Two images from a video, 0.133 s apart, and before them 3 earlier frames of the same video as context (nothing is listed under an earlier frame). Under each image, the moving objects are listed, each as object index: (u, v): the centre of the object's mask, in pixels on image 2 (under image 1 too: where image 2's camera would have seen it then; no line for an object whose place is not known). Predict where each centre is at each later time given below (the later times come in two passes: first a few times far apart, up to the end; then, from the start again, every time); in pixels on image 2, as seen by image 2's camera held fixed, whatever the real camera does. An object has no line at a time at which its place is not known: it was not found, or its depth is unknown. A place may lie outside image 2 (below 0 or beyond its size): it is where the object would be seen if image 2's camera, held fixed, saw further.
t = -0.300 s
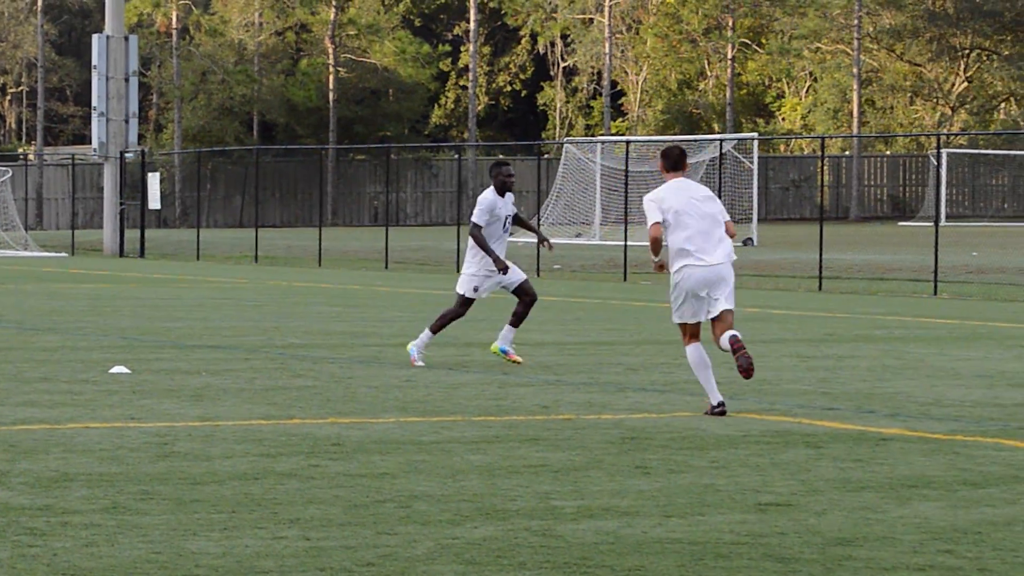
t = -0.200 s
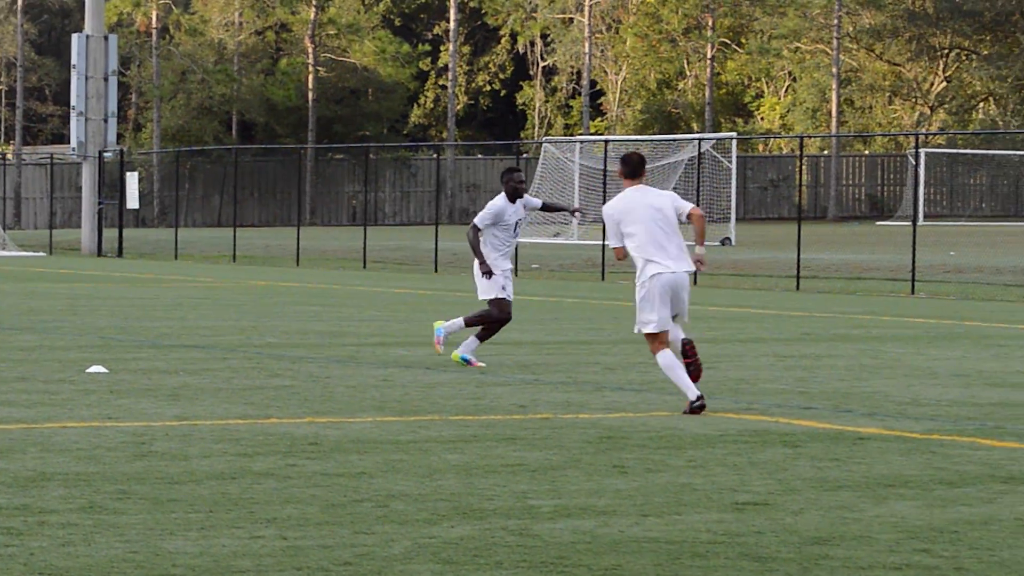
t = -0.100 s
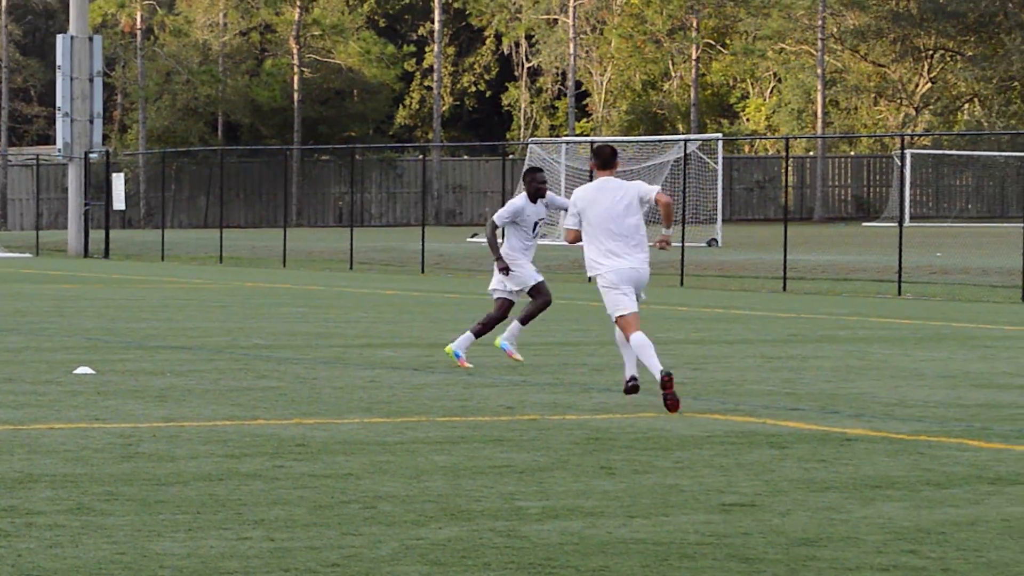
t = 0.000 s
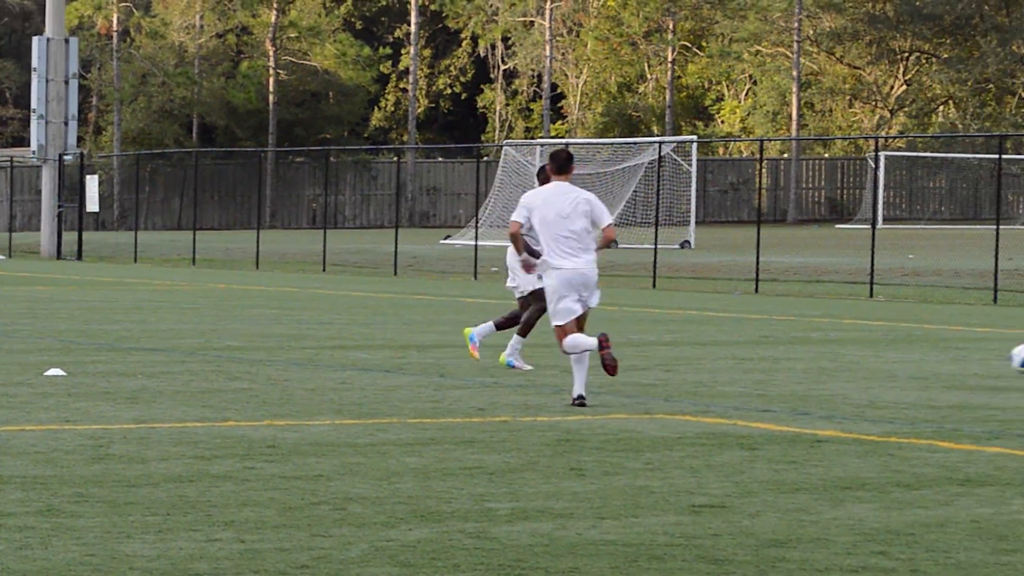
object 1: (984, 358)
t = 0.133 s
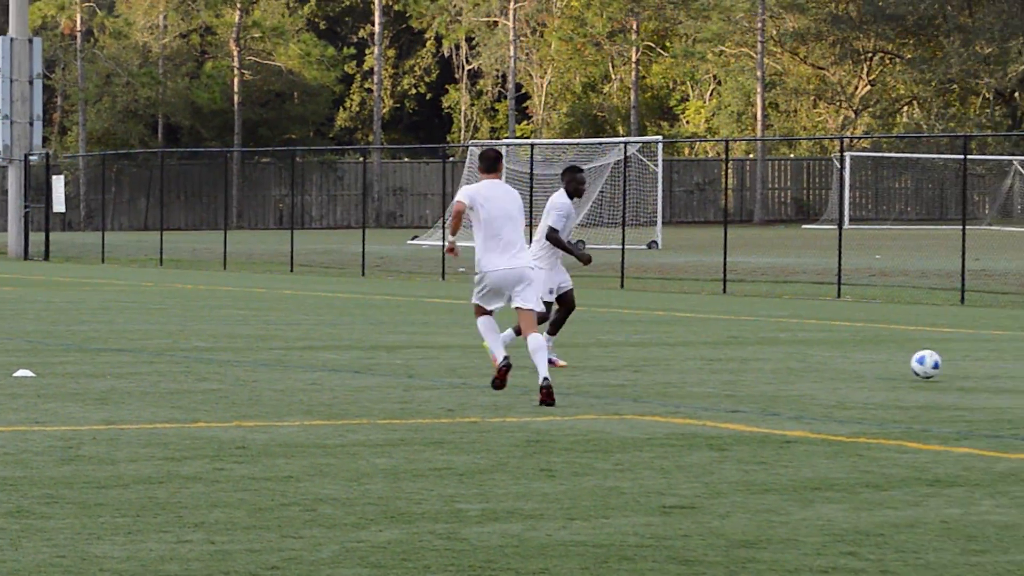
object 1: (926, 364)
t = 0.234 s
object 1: (884, 354)
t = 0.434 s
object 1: (817, 351)
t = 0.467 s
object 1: (808, 350)
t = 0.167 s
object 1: (912, 359)
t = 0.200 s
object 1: (899, 356)
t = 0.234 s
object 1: (884, 354)
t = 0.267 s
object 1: (871, 354)
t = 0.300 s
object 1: (858, 355)
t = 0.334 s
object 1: (846, 358)
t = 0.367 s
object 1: (836, 358)
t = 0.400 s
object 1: (826, 354)
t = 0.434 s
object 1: (817, 351)
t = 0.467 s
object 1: (808, 350)
